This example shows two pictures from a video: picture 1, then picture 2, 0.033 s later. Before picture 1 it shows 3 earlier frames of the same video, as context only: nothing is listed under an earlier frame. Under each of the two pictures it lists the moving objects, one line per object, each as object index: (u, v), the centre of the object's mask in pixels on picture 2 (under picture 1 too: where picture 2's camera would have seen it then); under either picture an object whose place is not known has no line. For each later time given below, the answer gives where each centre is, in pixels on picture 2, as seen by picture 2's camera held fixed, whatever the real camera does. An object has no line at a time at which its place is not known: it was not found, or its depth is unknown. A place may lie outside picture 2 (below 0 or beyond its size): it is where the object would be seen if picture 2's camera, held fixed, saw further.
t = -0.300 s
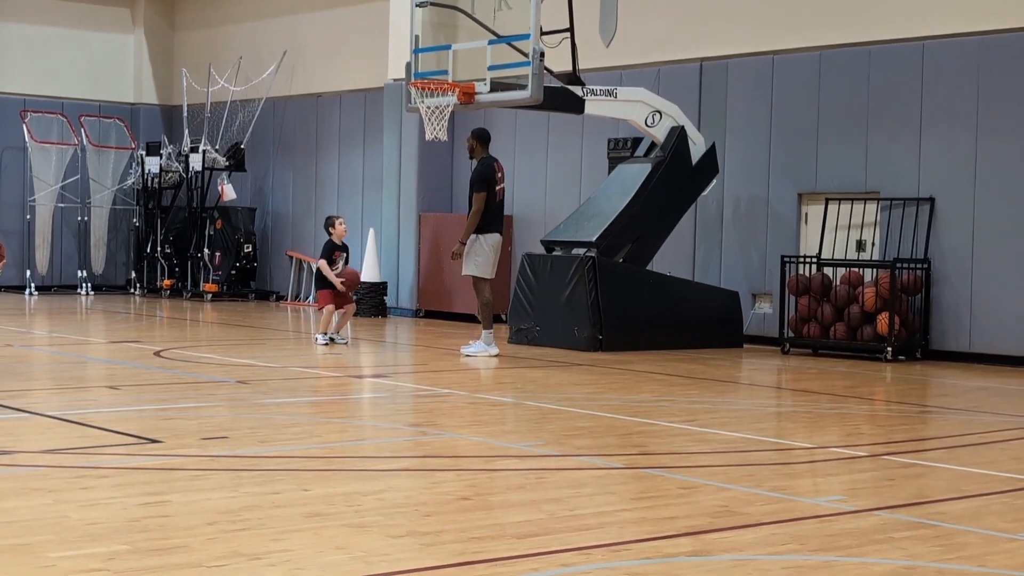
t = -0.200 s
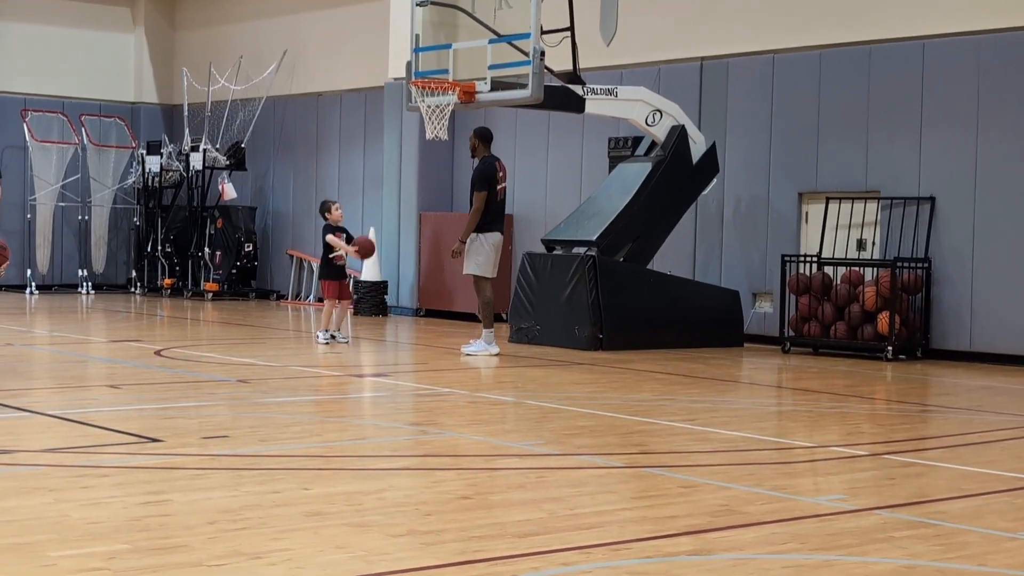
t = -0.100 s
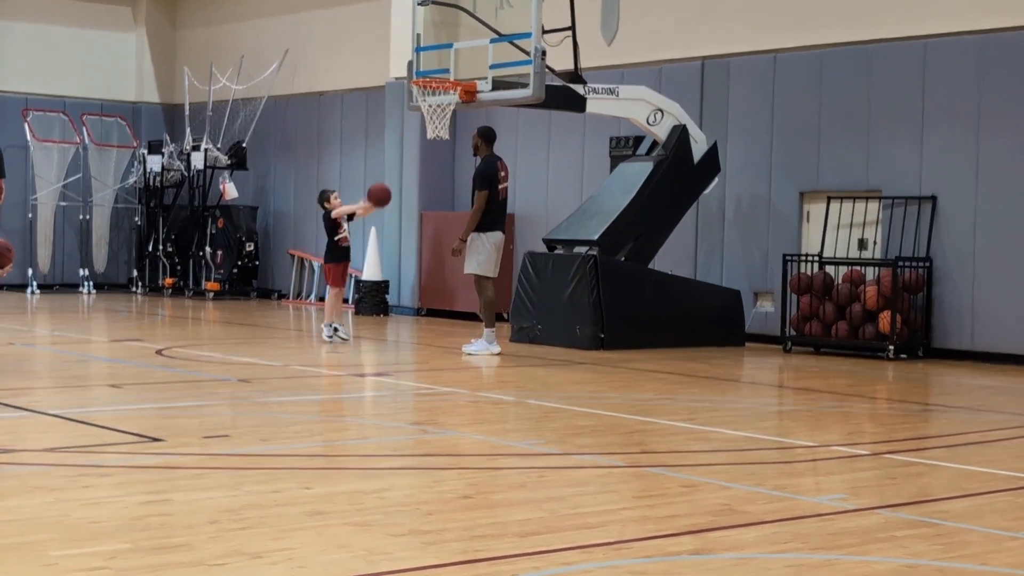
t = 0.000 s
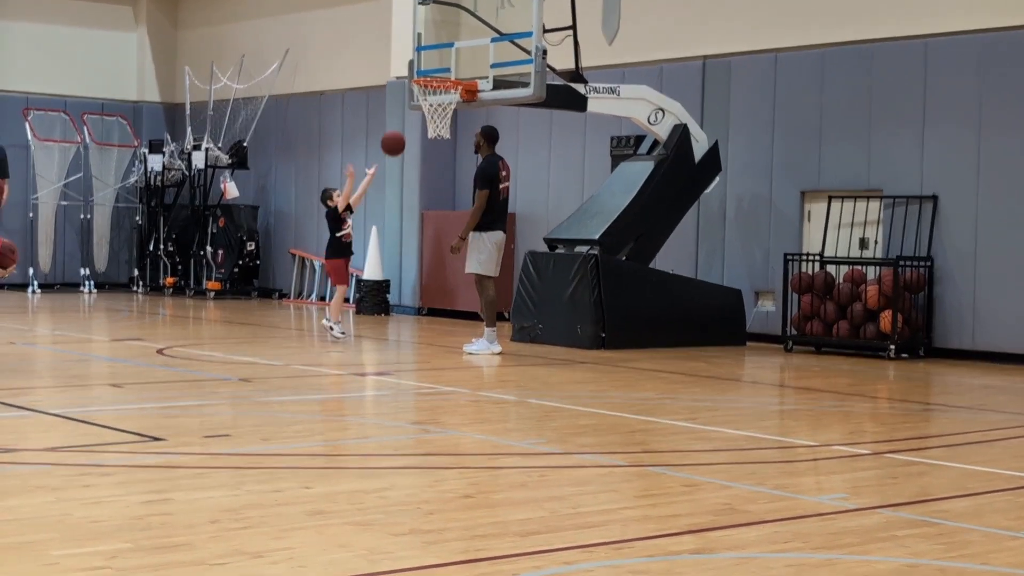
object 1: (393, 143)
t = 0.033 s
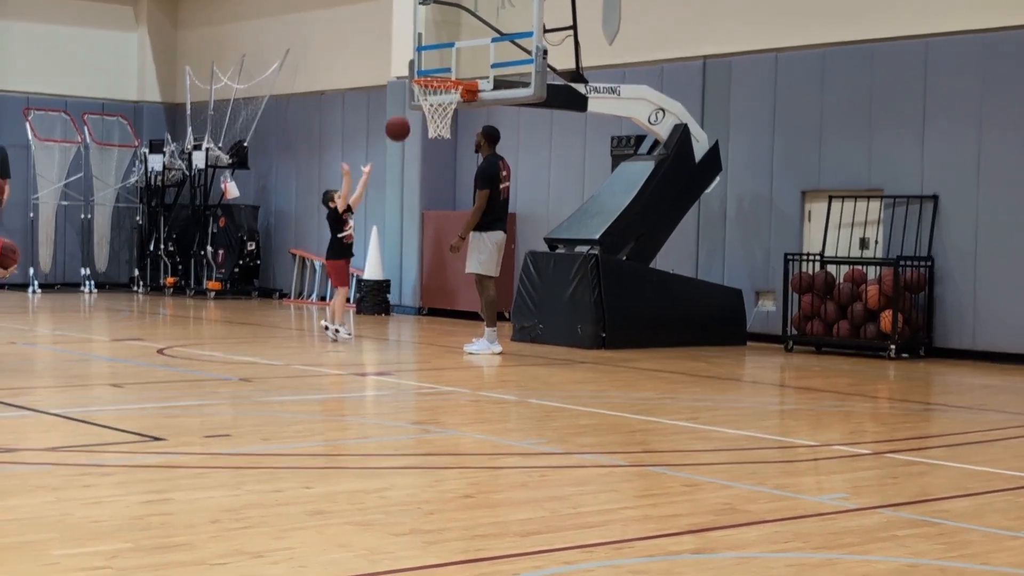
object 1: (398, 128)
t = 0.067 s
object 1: (402, 115)
